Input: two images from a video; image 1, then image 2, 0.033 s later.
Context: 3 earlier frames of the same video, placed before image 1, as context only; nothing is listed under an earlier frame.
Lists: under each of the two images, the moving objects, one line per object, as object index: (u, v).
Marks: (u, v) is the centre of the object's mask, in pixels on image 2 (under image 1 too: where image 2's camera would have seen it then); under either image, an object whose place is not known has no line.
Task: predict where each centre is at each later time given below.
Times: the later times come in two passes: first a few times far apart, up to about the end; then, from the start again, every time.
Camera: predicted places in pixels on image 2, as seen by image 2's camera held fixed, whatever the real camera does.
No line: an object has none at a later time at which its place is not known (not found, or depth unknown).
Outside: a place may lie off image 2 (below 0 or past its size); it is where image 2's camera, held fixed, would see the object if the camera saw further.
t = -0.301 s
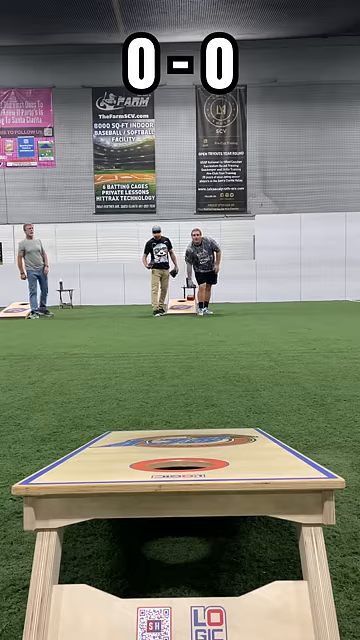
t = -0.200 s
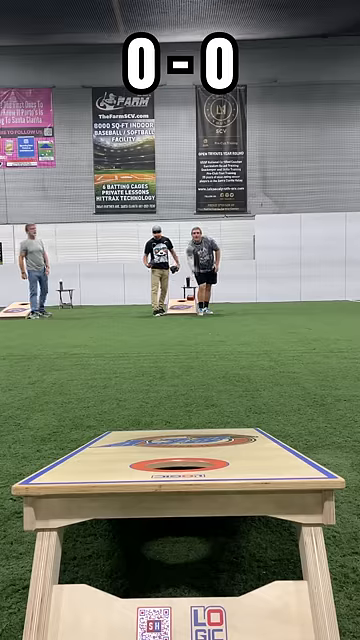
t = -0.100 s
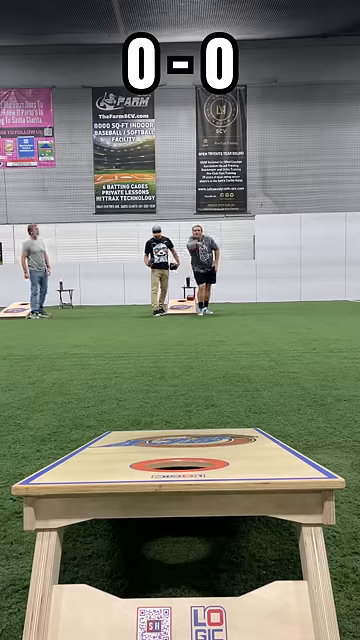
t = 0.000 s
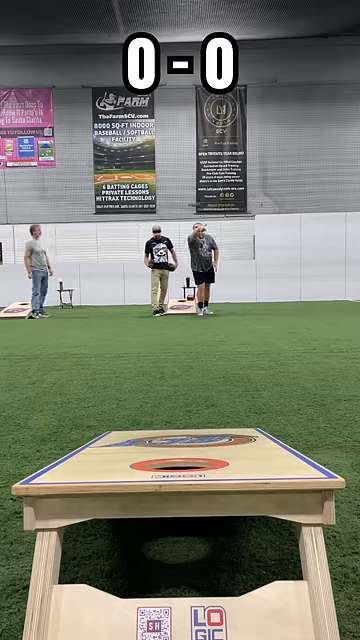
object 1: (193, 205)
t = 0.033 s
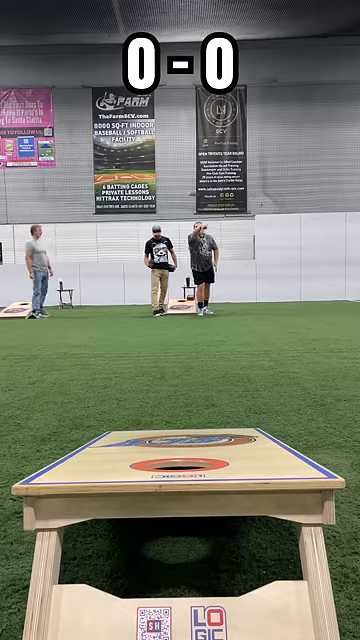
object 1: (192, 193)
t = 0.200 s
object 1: (192, 147)
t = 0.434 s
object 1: (191, 99)
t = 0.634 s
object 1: (190, 85)
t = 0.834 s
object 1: (187, 126)
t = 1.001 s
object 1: (185, 256)
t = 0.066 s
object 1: (191, 185)
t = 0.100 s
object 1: (191, 174)
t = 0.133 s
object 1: (191, 164)
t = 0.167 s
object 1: (192, 155)
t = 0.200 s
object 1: (192, 147)
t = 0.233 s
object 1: (192, 138)
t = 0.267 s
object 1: (192, 131)
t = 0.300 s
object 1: (191, 123)
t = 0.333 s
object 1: (191, 116)
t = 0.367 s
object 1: (190, 110)
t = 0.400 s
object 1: (190, 103)
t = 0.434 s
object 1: (191, 99)
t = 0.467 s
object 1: (190, 93)
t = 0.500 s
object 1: (190, 90)
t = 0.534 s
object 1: (190, 87)
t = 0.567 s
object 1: (189, 85)
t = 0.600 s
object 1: (189, 85)
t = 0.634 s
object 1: (190, 85)
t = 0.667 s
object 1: (189, 87)
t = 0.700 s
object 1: (188, 91)
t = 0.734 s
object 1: (189, 97)
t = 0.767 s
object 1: (187, 103)
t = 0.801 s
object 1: (188, 114)
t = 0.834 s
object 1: (187, 126)
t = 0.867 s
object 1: (187, 142)
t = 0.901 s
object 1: (187, 162)
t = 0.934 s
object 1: (186, 188)
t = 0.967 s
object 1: (187, 218)
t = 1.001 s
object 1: (185, 256)
